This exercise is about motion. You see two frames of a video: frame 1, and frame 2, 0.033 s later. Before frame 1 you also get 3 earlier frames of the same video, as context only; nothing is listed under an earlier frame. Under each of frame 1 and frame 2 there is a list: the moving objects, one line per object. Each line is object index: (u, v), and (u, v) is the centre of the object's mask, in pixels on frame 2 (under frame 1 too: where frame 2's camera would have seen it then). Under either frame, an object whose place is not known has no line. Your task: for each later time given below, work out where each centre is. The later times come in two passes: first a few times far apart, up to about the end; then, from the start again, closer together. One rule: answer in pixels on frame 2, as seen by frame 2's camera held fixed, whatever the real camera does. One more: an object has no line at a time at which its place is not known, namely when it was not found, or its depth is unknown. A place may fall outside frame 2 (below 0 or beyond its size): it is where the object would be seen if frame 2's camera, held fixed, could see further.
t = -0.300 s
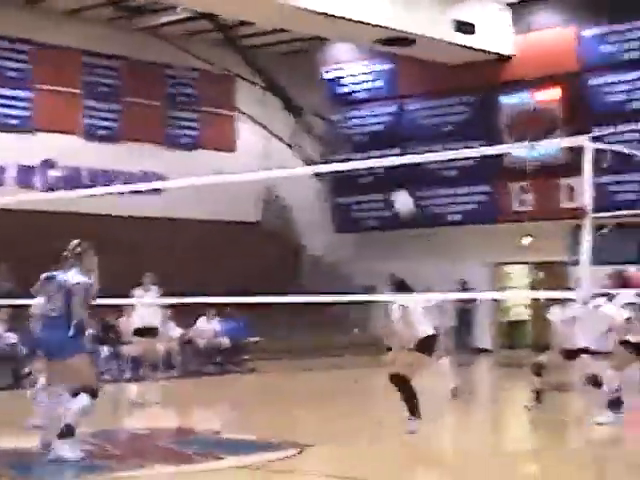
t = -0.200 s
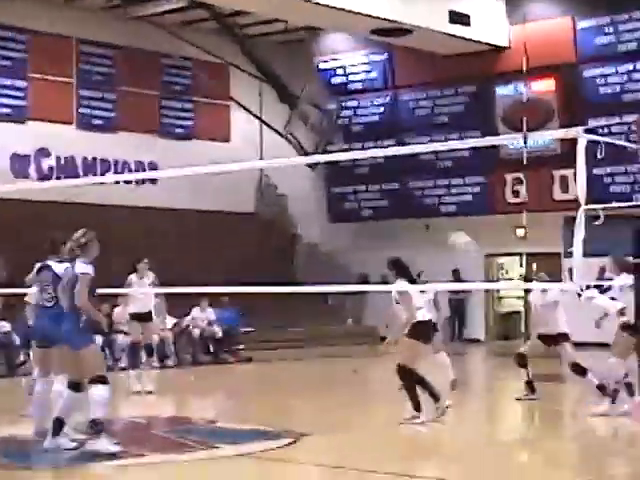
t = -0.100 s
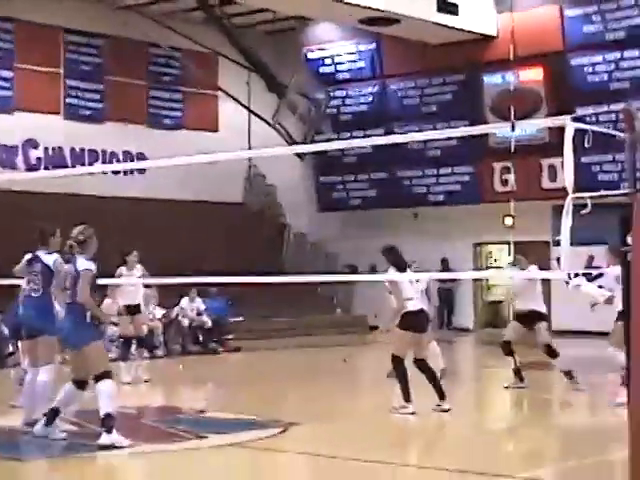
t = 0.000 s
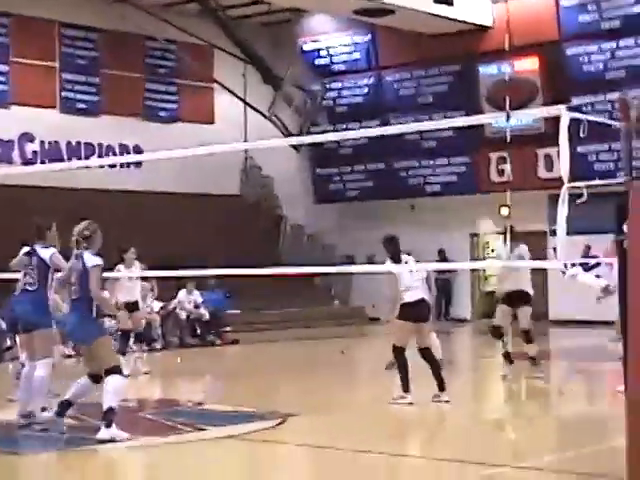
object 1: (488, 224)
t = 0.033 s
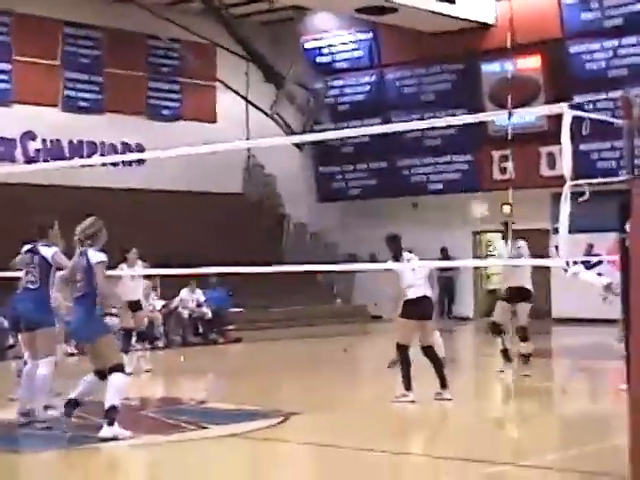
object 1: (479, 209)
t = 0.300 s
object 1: (410, 114)
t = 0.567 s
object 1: (339, 83)
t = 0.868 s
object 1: (252, 122)
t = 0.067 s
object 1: (470, 194)
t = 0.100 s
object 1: (462, 182)
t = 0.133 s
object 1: (453, 168)
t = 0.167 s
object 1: (445, 155)
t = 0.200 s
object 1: (436, 143)
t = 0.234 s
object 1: (427, 135)
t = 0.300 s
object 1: (410, 114)
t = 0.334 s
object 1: (401, 109)
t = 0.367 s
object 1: (392, 101)
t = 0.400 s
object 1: (384, 96)
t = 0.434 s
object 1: (376, 91)
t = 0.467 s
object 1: (367, 87)
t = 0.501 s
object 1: (358, 86)
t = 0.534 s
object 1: (346, 82)
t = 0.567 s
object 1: (339, 83)
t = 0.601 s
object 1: (328, 83)
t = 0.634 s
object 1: (318, 83)
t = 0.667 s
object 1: (309, 86)
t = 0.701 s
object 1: (300, 89)
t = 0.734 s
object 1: (291, 94)
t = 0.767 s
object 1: (281, 101)
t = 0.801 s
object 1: (272, 106)
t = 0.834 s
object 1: (262, 112)
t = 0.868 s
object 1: (252, 122)
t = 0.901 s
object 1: (244, 131)
